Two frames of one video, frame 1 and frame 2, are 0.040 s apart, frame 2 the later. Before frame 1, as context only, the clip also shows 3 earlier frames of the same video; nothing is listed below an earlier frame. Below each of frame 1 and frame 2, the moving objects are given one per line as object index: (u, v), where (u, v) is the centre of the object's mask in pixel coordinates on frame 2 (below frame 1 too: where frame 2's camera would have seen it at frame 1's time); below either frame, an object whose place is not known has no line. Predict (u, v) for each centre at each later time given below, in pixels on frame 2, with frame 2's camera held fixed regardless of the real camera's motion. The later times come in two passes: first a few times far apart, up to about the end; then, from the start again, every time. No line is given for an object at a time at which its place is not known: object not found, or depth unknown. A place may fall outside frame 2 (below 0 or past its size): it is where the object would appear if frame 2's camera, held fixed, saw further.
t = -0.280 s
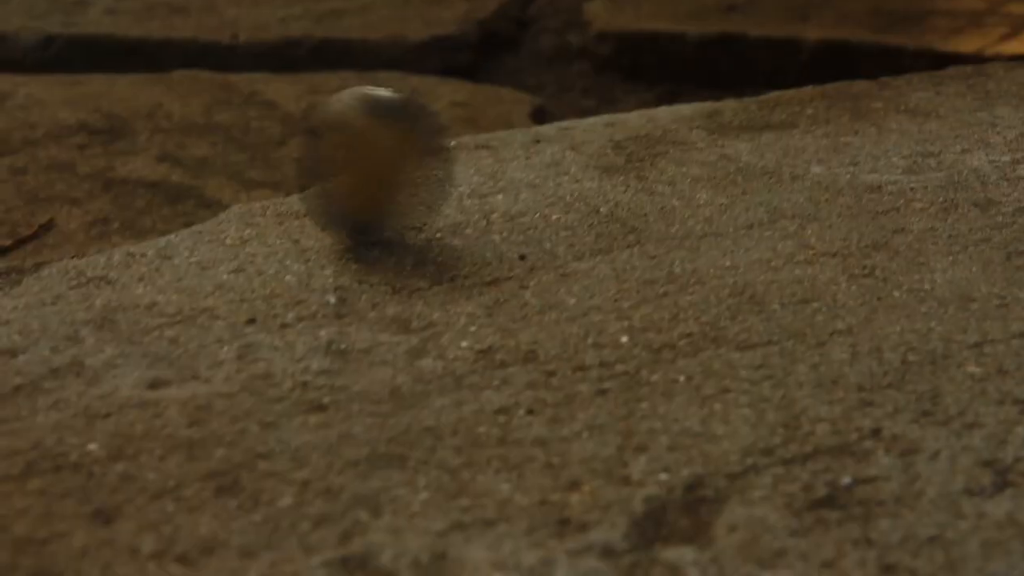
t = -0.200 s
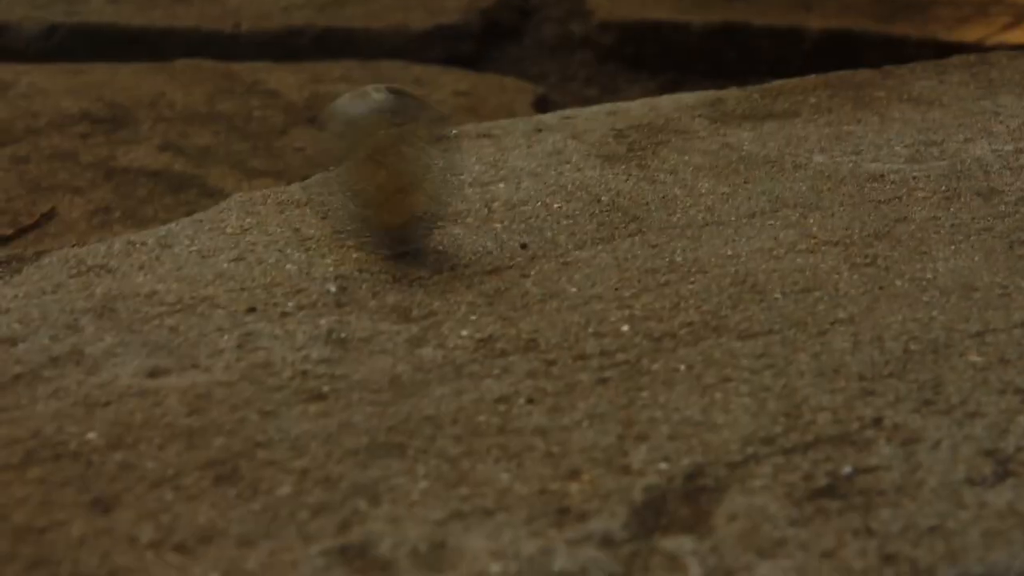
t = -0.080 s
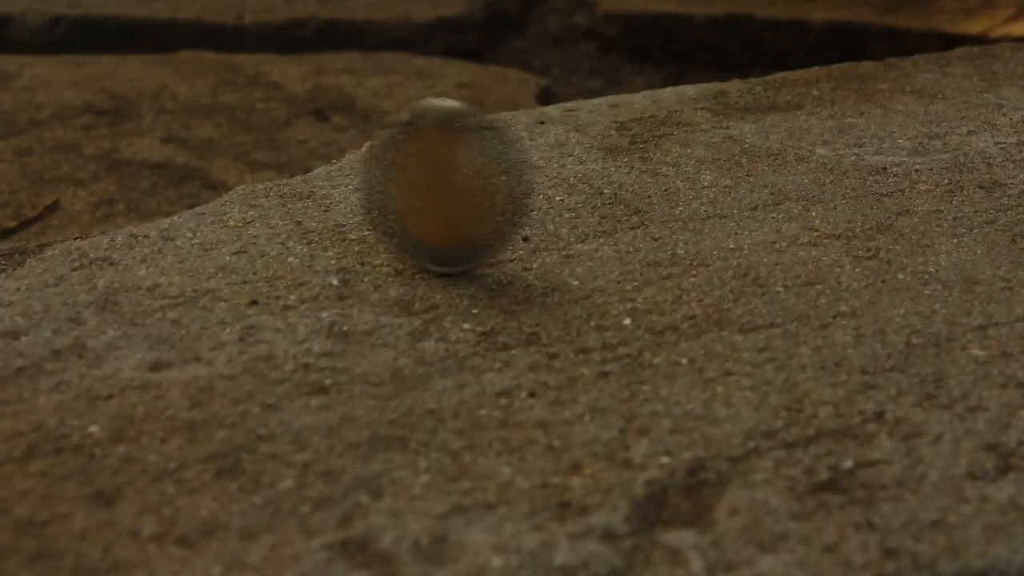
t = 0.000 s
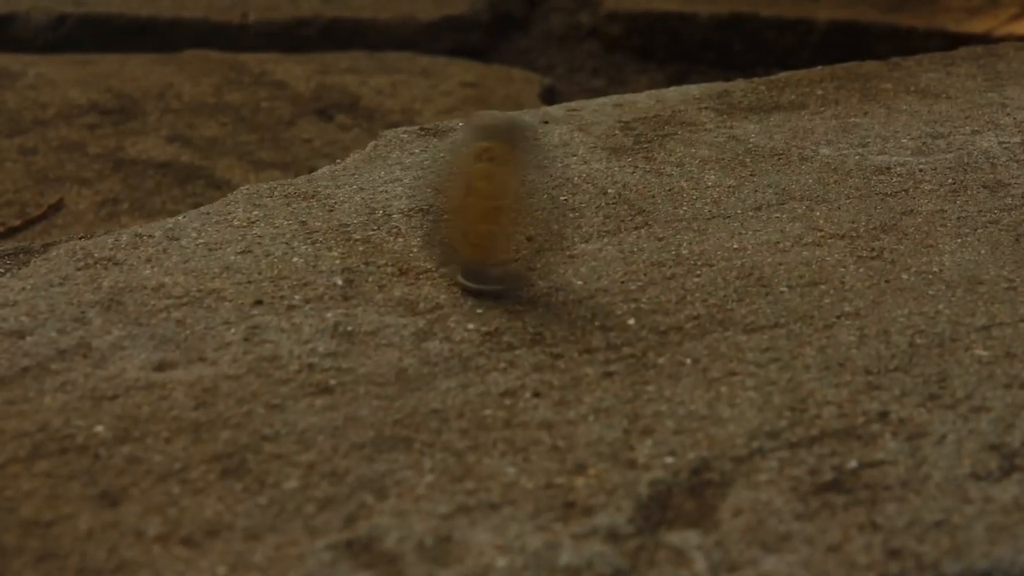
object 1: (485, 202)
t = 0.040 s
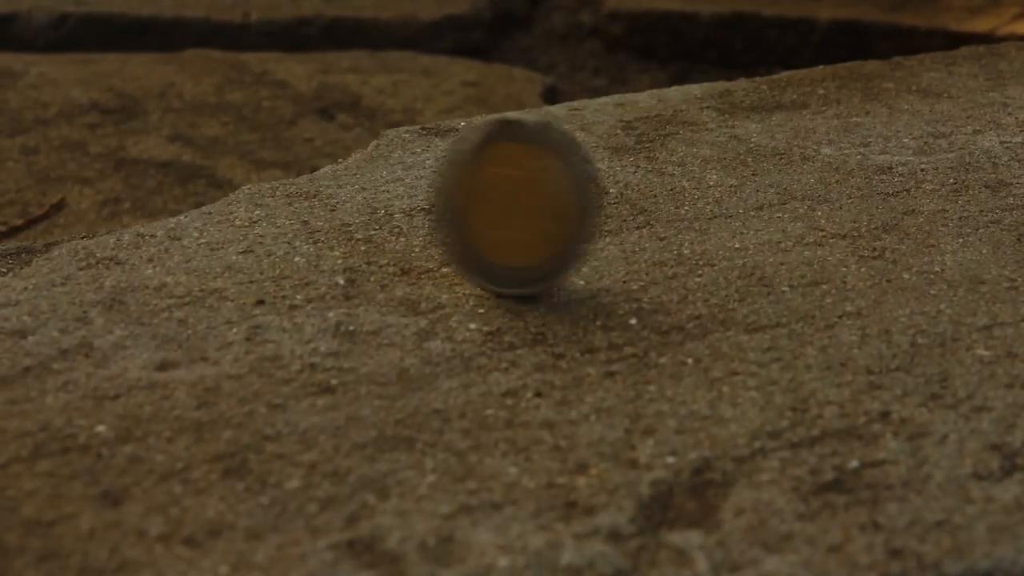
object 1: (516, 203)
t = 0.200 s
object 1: (630, 212)
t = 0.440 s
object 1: (741, 198)
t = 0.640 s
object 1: (720, 174)
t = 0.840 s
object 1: (669, 166)
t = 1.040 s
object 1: (657, 189)
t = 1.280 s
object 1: (664, 208)
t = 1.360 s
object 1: (656, 208)
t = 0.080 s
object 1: (542, 205)
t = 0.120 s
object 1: (570, 212)
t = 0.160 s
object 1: (601, 218)
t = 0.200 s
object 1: (630, 212)
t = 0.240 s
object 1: (658, 214)
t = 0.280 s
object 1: (684, 207)
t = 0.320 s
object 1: (704, 211)
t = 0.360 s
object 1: (720, 210)
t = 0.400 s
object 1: (735, 203)
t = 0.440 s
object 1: (741, 198)
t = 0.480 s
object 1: (748, 194)
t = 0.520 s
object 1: (745, 185)
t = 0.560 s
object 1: (740, 183)
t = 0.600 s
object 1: (731, 176)
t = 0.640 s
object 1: (720, 174)
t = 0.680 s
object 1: (714, 168)
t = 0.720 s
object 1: (703, 163)
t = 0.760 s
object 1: (688, 162)
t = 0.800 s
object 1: (680, 166)
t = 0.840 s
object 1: (669, 166)
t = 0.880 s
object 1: (664, 172)
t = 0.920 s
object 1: (662, 170)
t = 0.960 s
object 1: (655, 184)
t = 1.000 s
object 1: (654, 176)
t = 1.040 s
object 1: (657, 189)
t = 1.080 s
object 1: (657, 190)
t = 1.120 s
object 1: (665, 191)
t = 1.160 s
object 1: (668, 196)
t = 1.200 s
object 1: (668, 194)
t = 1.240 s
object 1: (670, 196)
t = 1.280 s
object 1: (664, 208)
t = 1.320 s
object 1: (660, 212)
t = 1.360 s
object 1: (656, 208)
